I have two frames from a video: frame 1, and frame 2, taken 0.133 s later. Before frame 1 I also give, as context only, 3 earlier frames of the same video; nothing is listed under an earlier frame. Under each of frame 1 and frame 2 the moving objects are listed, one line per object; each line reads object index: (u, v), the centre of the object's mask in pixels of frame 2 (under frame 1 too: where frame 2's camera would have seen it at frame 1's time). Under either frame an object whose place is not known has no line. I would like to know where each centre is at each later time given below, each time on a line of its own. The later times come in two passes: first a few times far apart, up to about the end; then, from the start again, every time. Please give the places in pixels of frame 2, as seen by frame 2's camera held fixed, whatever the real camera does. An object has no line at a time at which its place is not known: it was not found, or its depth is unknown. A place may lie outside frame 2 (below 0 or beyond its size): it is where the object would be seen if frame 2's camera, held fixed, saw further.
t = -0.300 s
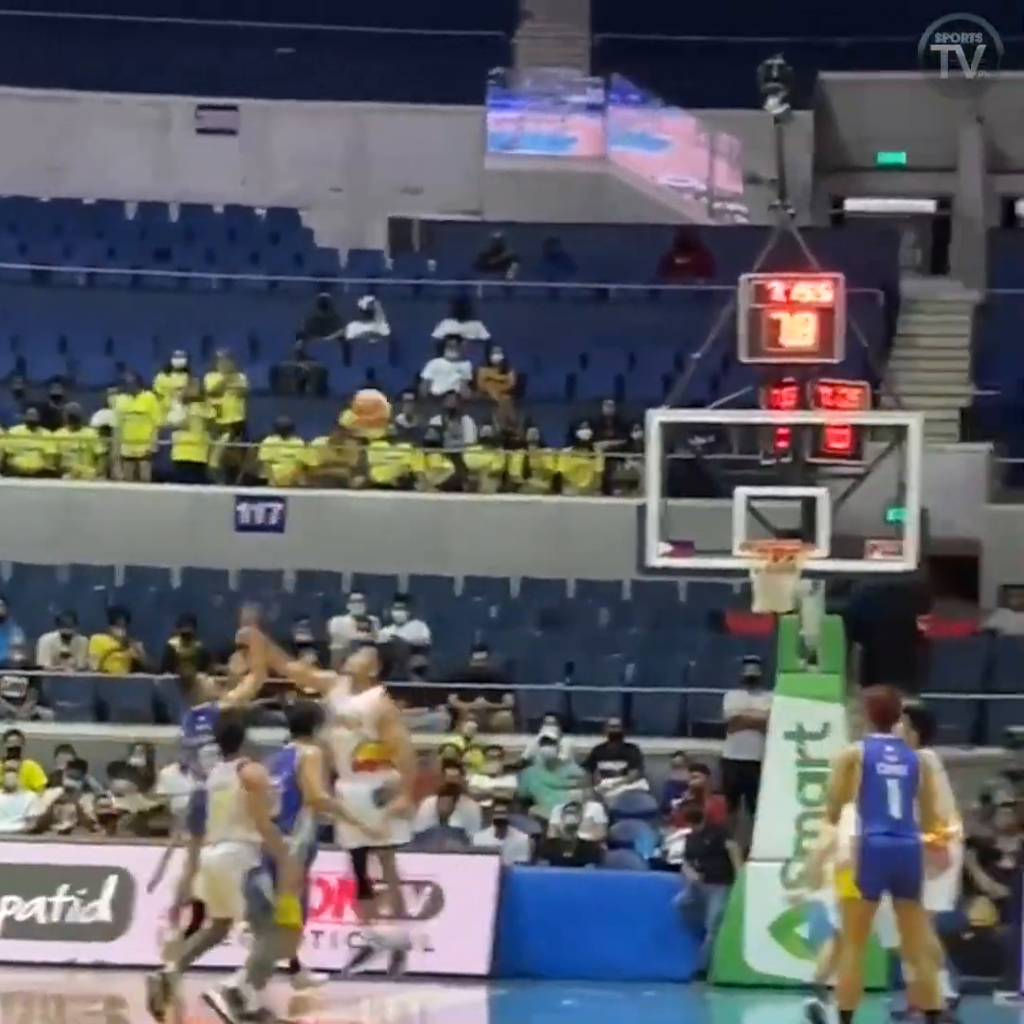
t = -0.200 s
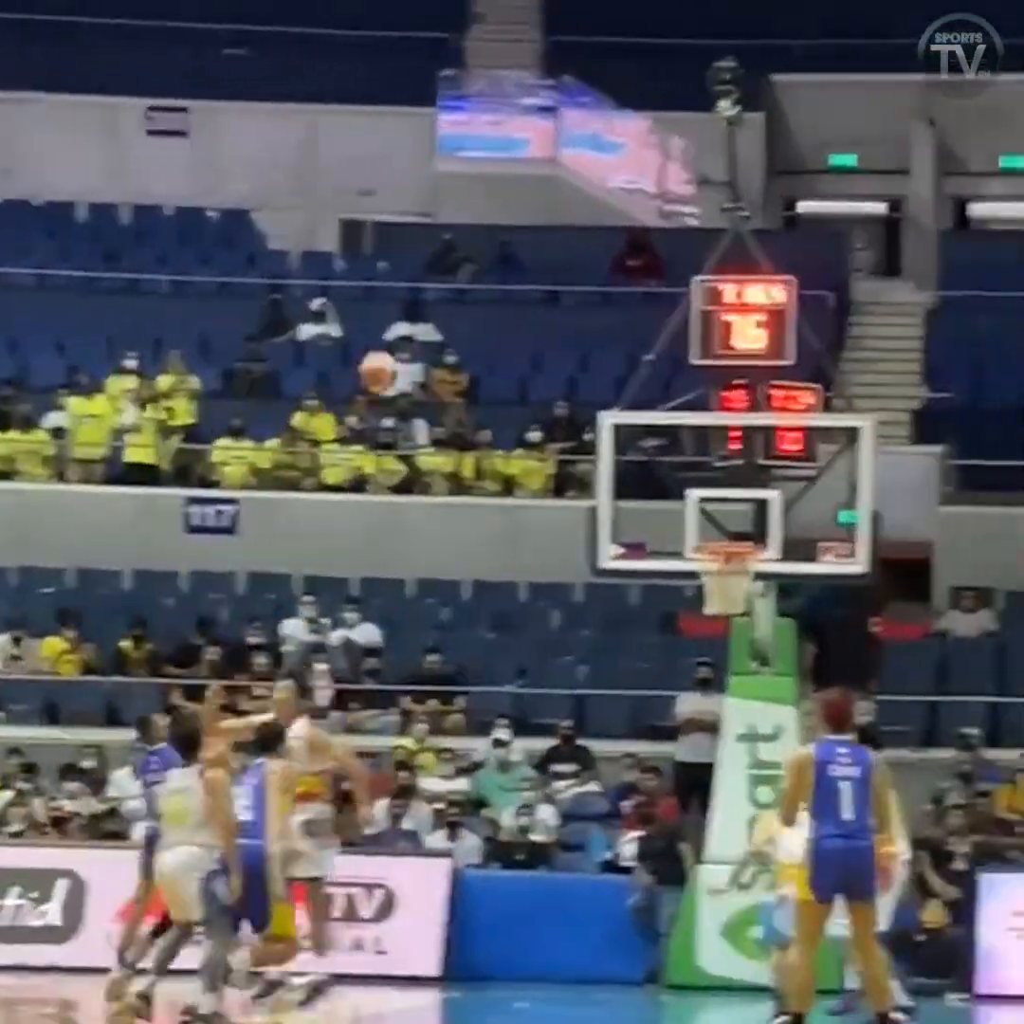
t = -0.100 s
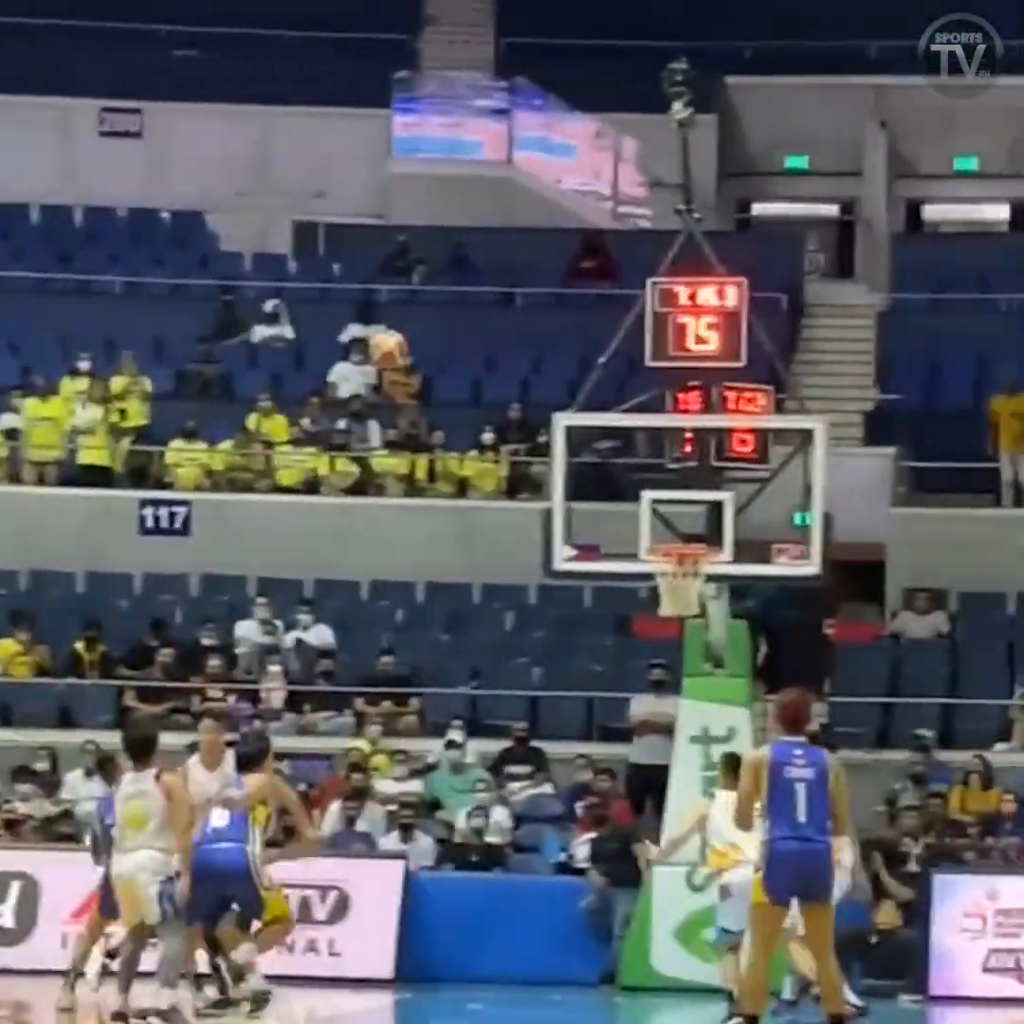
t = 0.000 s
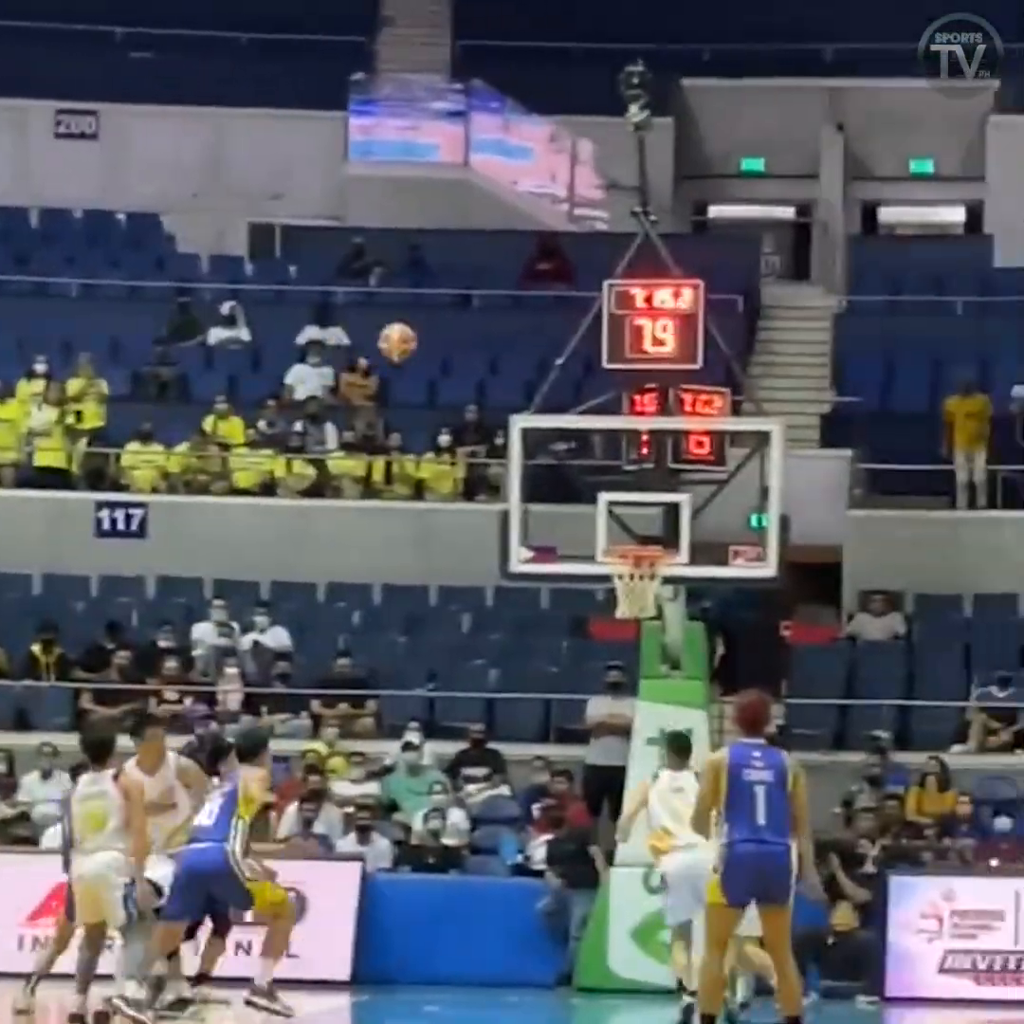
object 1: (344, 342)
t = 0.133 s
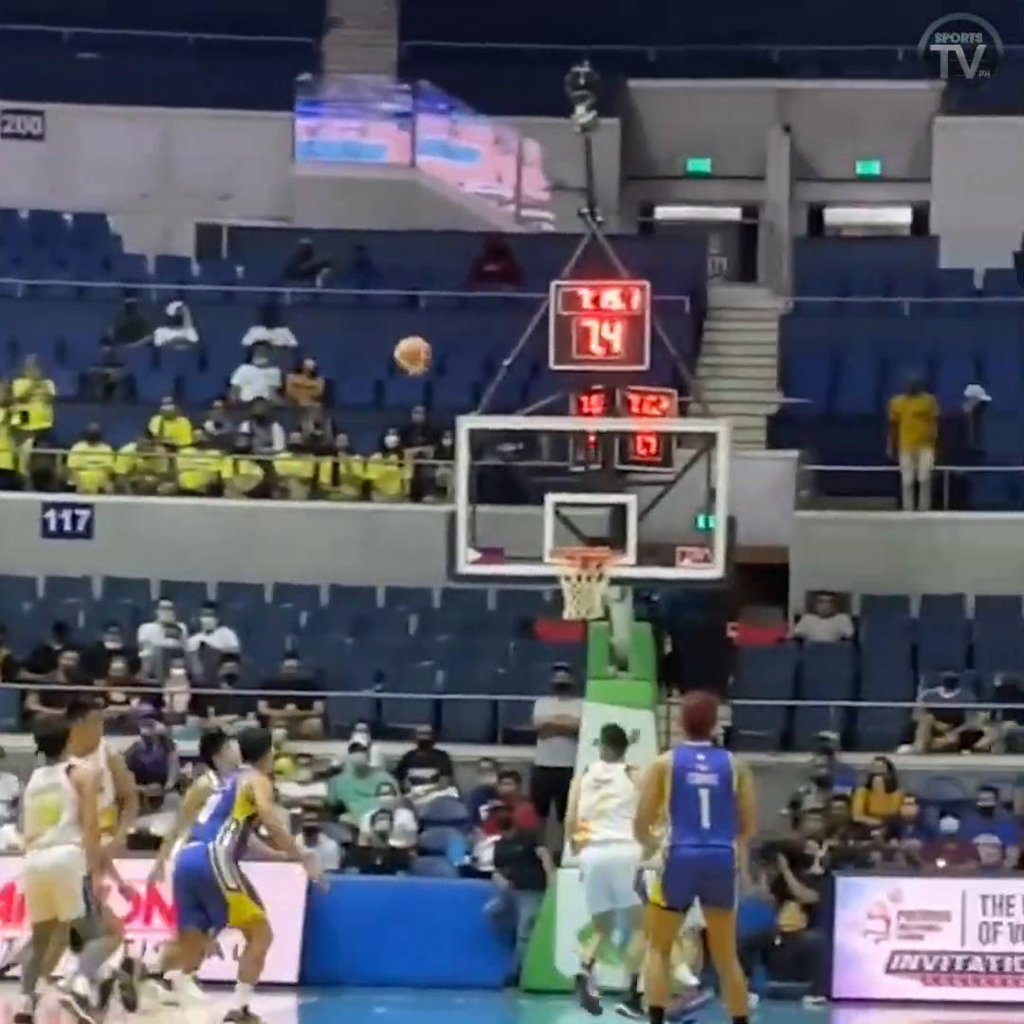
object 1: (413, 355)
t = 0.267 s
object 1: (479, 393)
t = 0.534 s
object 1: (603, 537)
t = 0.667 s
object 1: (571, 567)
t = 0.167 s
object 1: (429, 362)
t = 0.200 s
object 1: (446, 371)
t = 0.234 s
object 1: (462, 382)
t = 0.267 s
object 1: (479, 393)
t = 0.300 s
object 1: (495, 405)
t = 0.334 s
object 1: (511, 423)
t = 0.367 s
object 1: (529, 443)
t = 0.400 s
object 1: (541, 457)
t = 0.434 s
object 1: (557, 476)
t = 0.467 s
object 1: (572, 497)
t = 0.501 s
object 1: (587, 523)
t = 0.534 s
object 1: (603, 537)
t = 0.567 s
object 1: (593, 543)
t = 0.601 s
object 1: (580, 564)
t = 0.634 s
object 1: (576, 565)
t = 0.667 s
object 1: (571, 567)
